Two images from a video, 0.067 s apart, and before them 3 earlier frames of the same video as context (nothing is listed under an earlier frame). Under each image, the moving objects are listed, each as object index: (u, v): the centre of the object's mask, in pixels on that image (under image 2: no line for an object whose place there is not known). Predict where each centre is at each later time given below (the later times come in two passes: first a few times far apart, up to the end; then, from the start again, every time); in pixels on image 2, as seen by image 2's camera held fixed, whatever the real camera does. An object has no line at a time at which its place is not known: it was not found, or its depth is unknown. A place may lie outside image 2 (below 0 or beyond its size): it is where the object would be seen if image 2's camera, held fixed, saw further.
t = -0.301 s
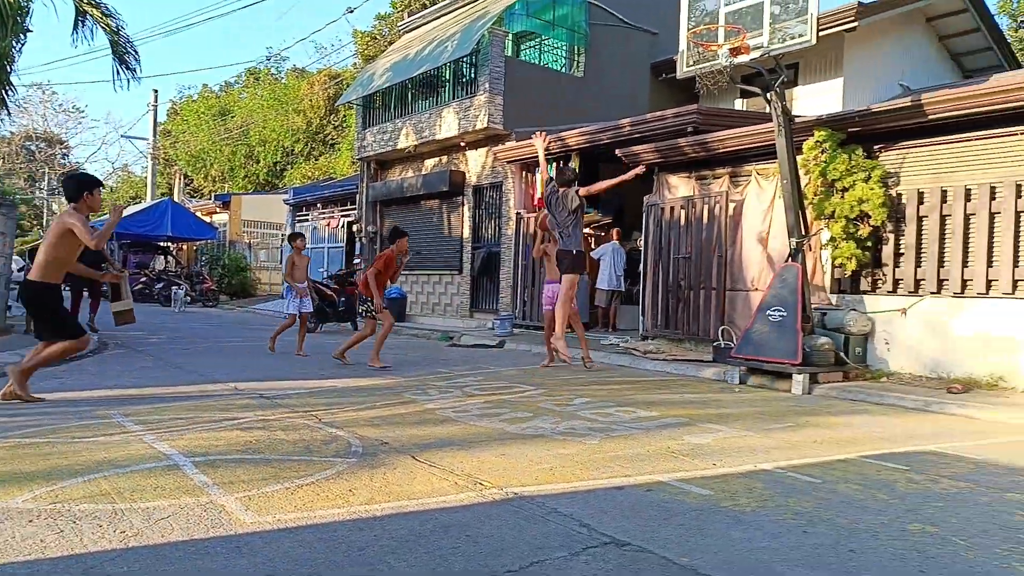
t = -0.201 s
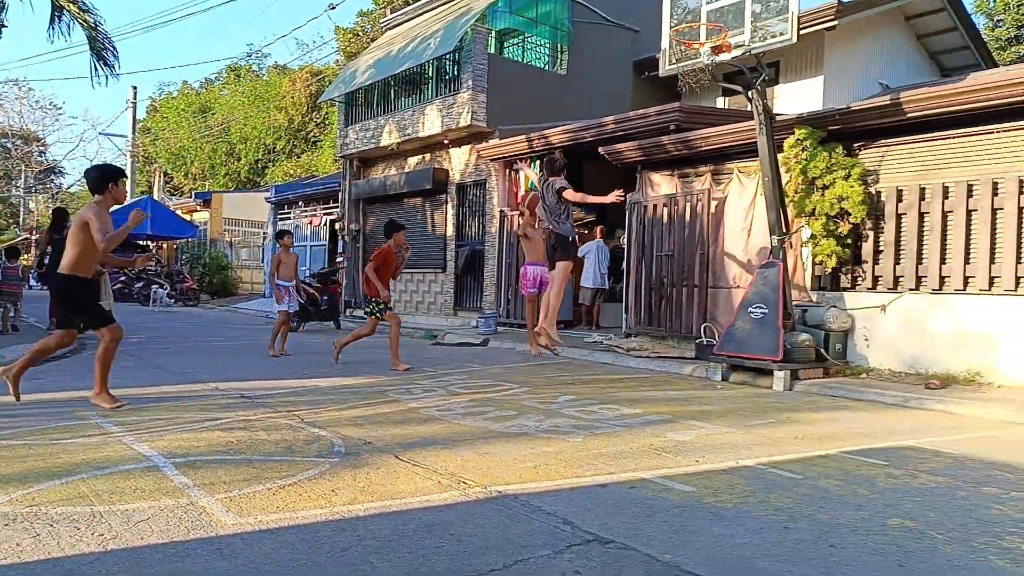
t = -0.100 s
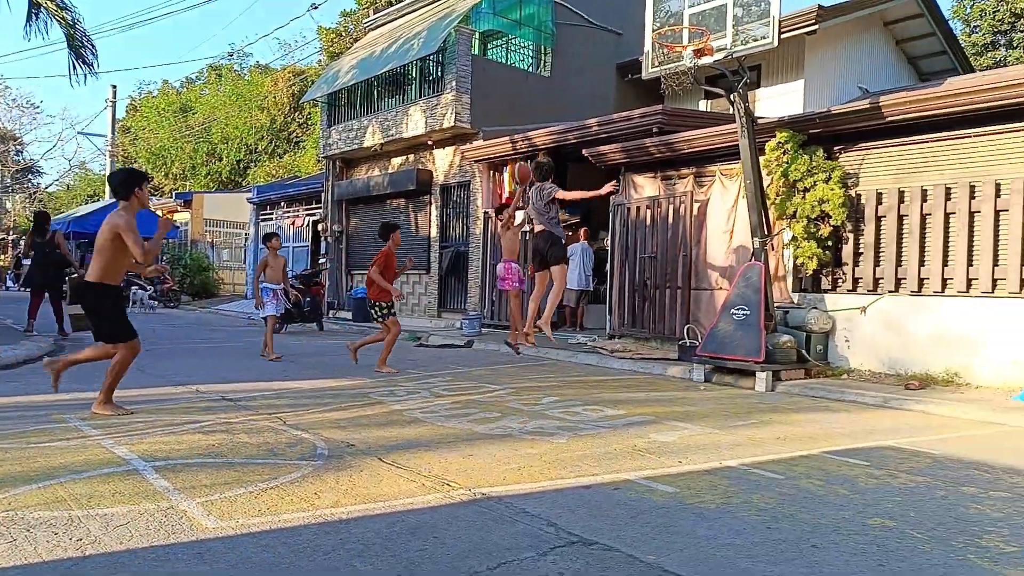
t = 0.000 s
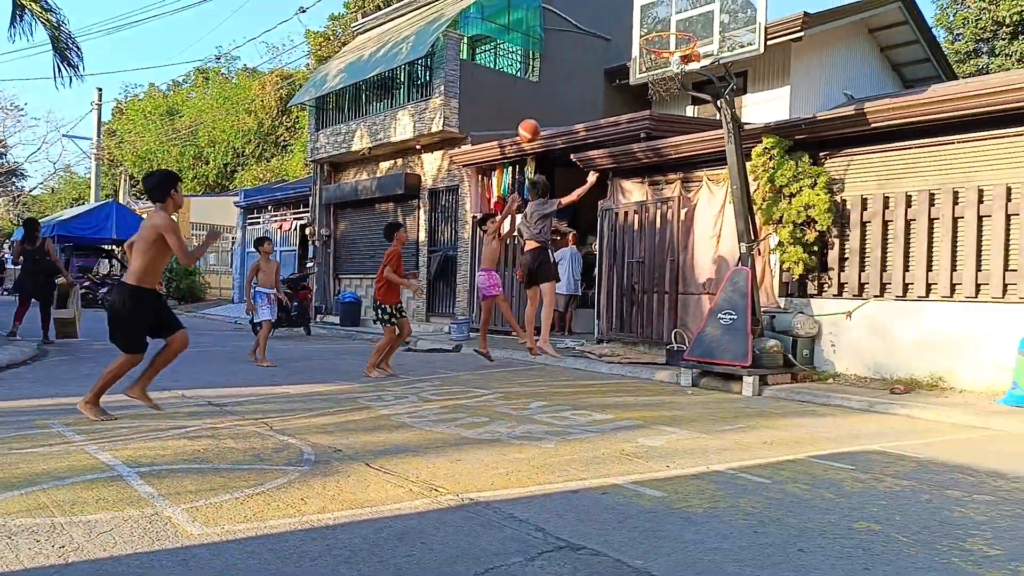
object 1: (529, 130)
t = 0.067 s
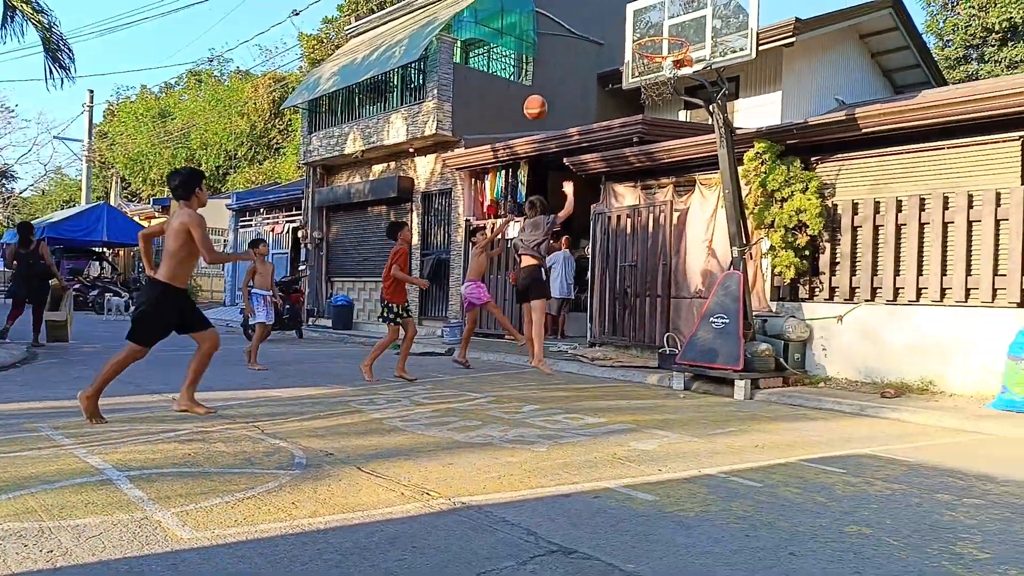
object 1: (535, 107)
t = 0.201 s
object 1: (562, 63)
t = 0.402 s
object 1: (605, 25)
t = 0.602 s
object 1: (651, 27)
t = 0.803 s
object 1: (655, 43)
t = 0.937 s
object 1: (661, 51)
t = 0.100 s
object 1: (542, 95)
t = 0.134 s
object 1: (549, 83)
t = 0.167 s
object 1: (555, 72)
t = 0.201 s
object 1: (562, 63)
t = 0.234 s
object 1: (569, 54)
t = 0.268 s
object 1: (576, 46)
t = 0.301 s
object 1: (583, 39)
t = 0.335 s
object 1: (591, 33)
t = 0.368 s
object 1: (598, 29)
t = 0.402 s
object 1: (605, 25)
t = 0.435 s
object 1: (612, 23)
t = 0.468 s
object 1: (620, 21)
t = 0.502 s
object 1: (627, 22)
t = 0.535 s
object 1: (635, 23)
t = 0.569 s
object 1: (643, 25)
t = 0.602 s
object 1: (651, 27)
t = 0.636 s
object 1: (659, 30)
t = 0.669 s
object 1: (667, 39)
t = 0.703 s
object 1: (672, 44)
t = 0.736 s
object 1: (666, 43)
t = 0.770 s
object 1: (660, 42)
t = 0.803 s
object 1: (655, 43)
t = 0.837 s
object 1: (652, 46)
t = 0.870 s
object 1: (648, 49)
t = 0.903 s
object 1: (653, 50)
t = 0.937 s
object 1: (661, 51)
